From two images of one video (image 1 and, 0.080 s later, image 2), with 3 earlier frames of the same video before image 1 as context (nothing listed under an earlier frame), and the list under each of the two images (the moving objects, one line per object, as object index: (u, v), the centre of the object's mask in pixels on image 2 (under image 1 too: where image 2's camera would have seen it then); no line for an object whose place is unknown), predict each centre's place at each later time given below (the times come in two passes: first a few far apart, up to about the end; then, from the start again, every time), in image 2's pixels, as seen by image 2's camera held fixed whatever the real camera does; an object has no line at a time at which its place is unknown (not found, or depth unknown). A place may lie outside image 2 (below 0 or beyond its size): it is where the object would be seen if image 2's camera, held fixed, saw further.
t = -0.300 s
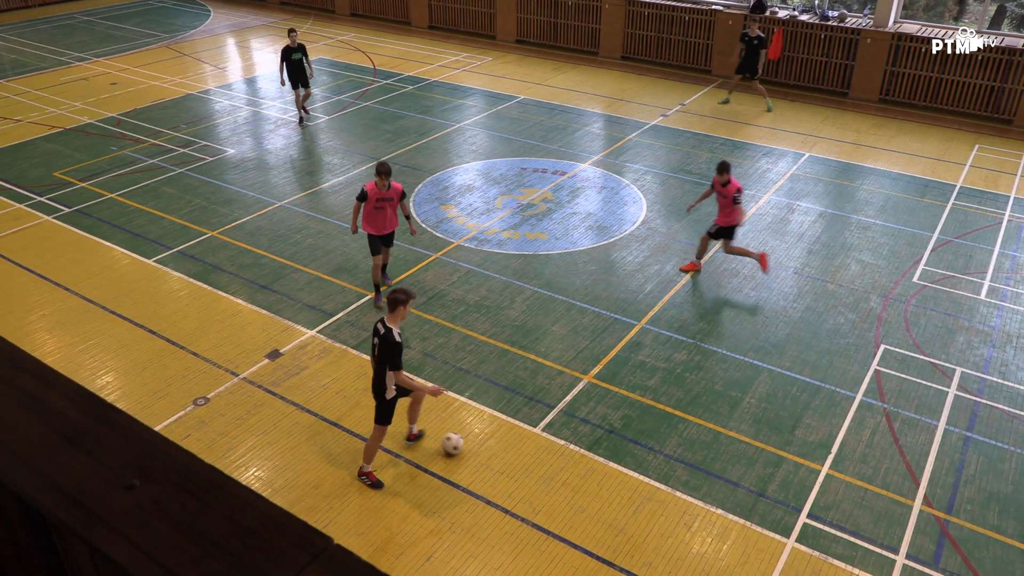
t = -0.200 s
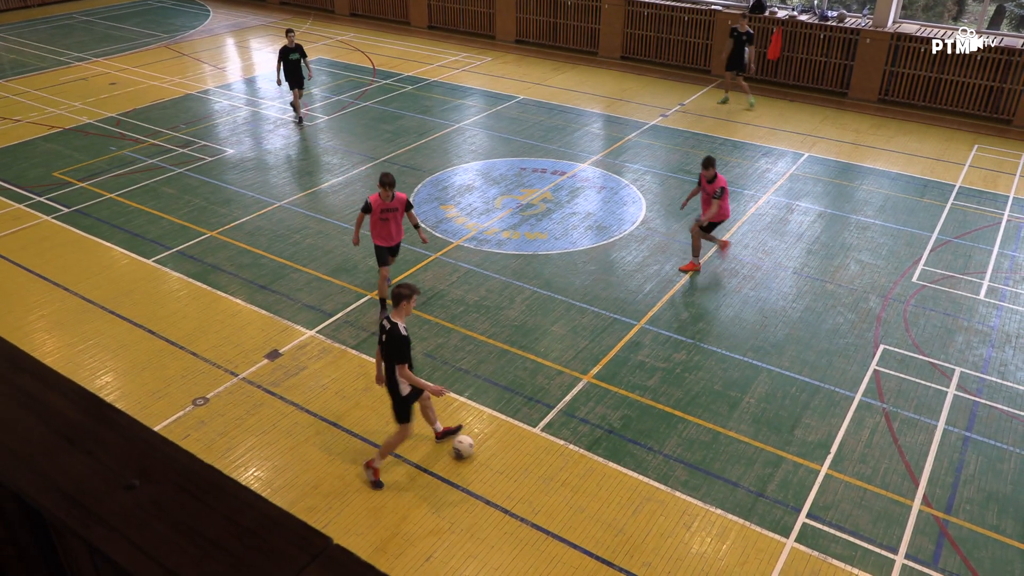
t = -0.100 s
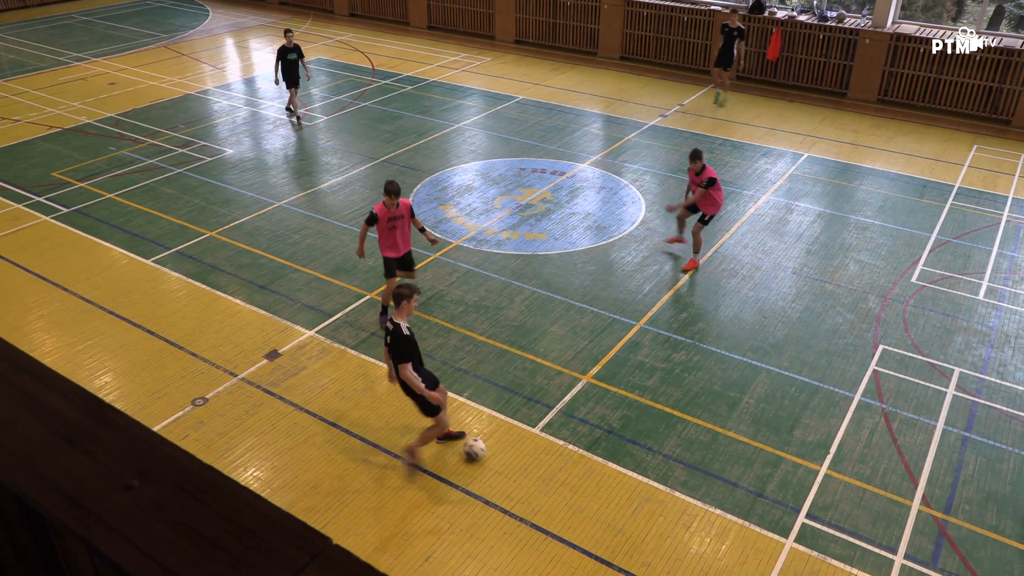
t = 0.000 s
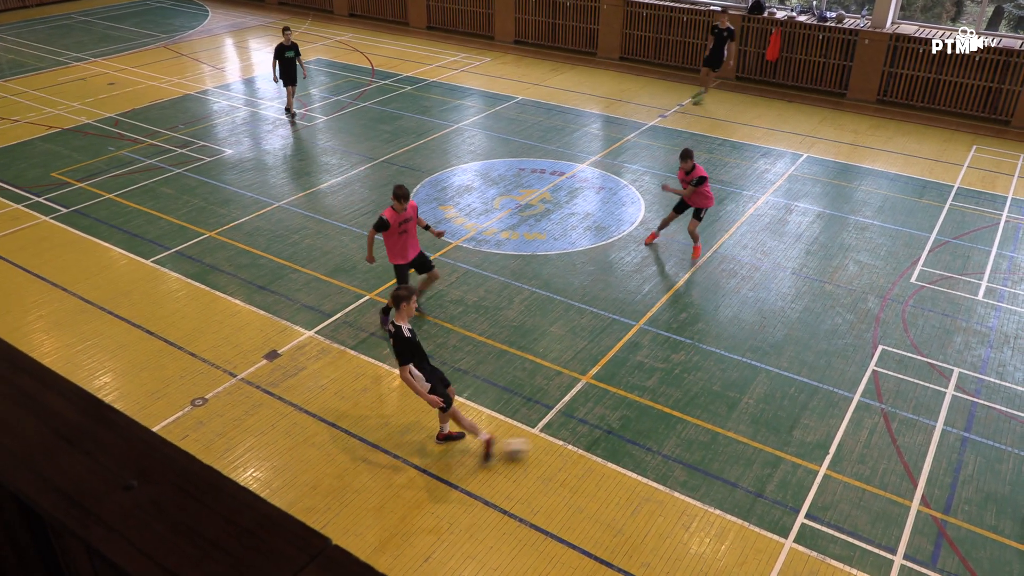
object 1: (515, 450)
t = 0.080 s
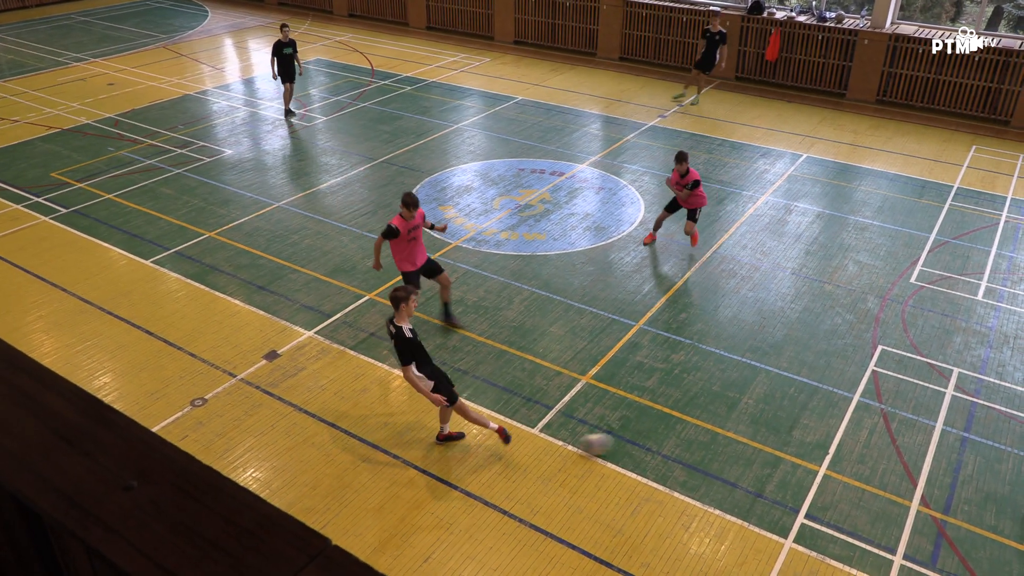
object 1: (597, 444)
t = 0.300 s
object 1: (789, 431)
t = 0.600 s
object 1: (994, 416)
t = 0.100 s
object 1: (615, 443)
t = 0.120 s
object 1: (632, 442)
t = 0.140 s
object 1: (652, 440)
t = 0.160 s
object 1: (670, 439)
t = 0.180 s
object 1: (688, 437)
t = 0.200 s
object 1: (705, 437)
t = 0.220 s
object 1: (722, 435)
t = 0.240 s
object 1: (741, 433)
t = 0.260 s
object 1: (757, 432)
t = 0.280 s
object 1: (773, 432)
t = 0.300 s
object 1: (789, 431)
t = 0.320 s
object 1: (805, 430)
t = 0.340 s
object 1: (819, 429)
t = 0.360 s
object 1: (832, 427)
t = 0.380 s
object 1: (852, 427)
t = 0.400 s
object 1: (864, 426)
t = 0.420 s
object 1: (879, 424)
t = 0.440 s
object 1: (892, 423)
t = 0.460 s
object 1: (905, 422)
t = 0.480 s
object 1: (919, 421)
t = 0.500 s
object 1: (932, 420)
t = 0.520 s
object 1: (947, 420)
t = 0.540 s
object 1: (958, 419)
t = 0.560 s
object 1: (970, 419)
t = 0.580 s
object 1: (983, 417)
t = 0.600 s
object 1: (994, 416)
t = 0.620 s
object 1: (1007, 414)
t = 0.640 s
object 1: (1019, 414)
